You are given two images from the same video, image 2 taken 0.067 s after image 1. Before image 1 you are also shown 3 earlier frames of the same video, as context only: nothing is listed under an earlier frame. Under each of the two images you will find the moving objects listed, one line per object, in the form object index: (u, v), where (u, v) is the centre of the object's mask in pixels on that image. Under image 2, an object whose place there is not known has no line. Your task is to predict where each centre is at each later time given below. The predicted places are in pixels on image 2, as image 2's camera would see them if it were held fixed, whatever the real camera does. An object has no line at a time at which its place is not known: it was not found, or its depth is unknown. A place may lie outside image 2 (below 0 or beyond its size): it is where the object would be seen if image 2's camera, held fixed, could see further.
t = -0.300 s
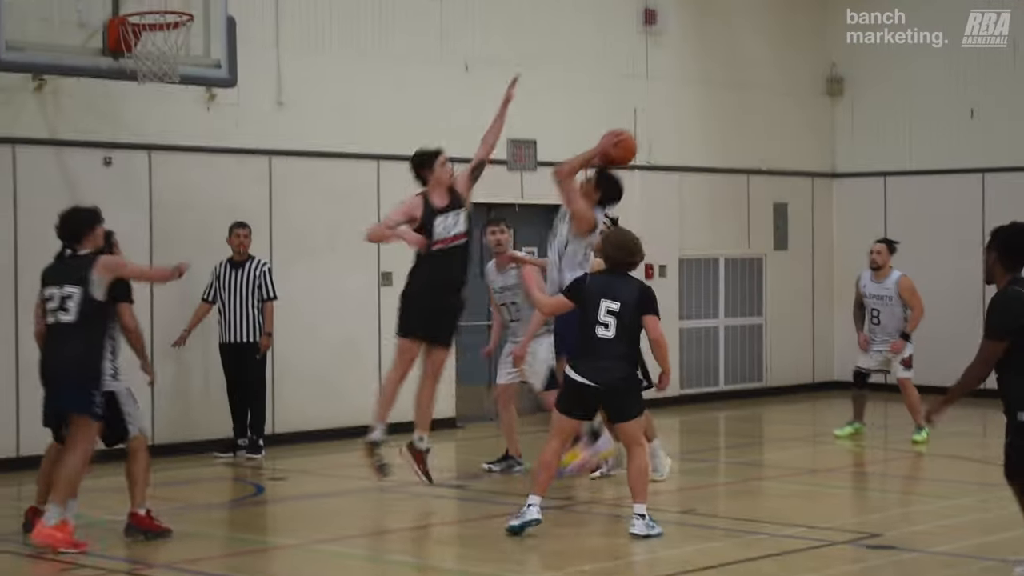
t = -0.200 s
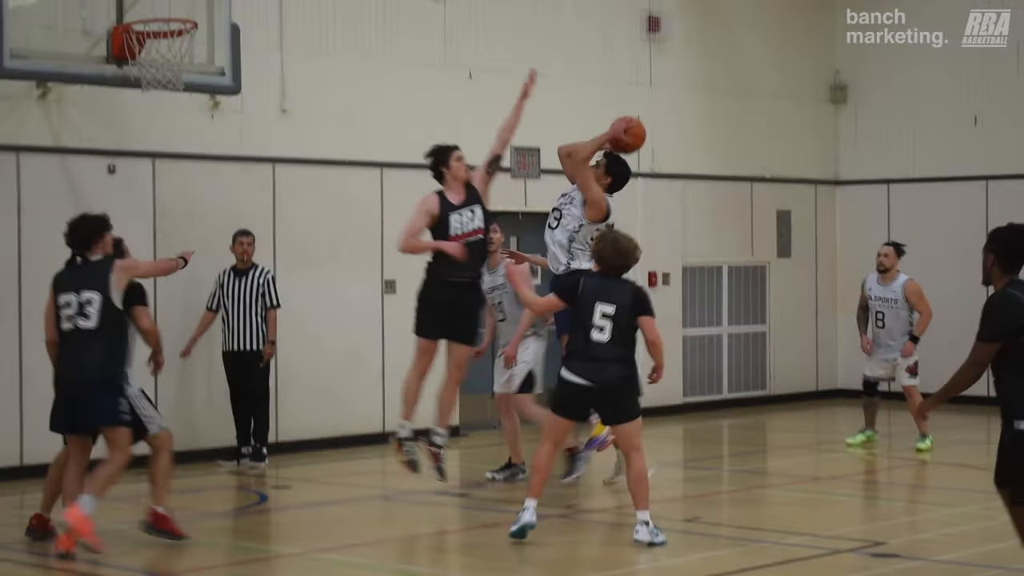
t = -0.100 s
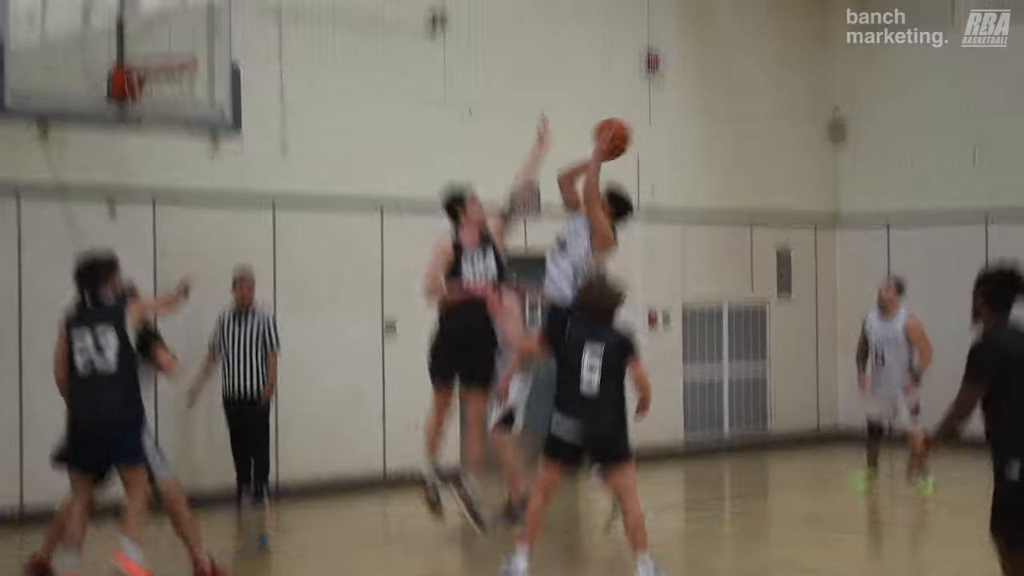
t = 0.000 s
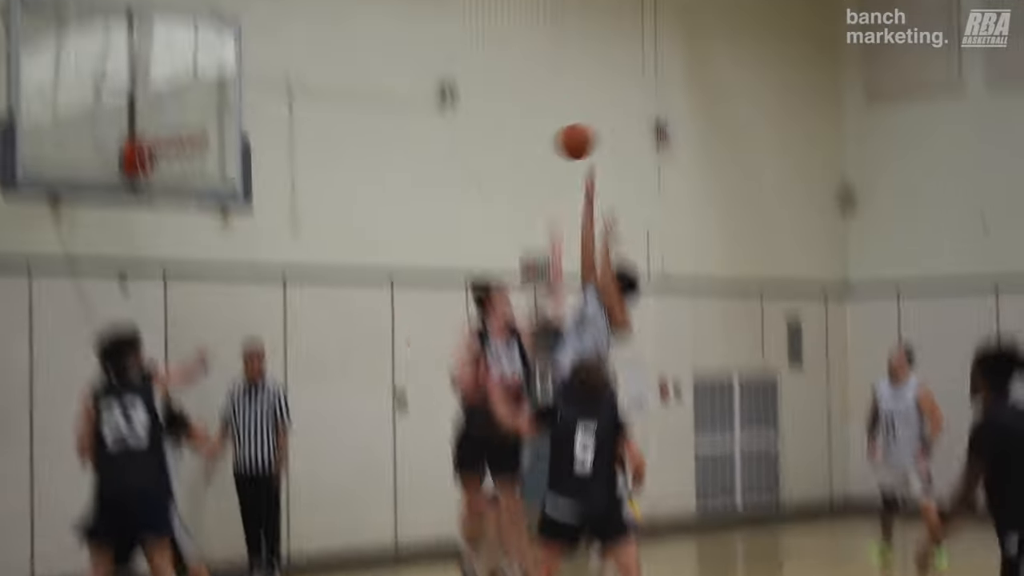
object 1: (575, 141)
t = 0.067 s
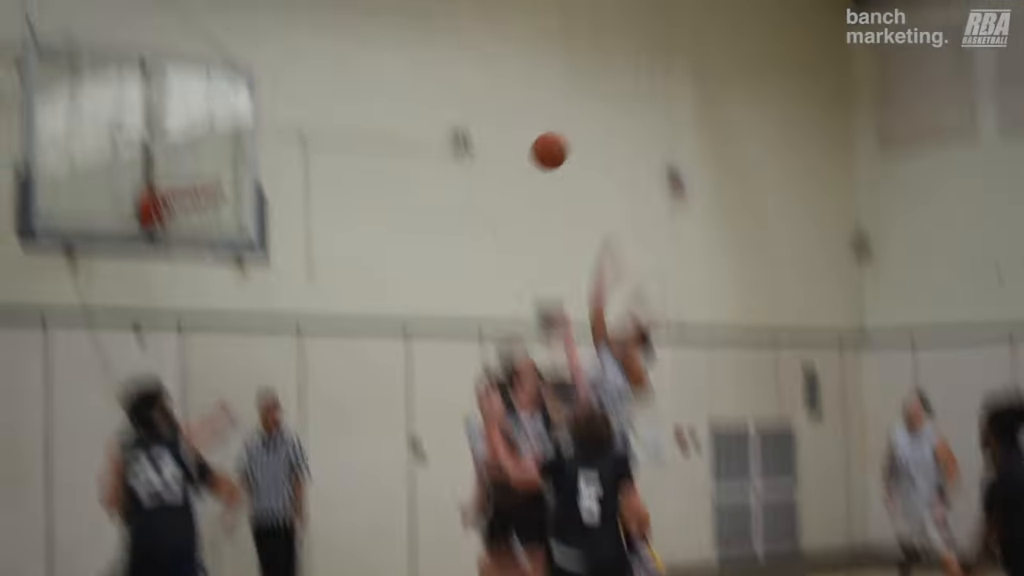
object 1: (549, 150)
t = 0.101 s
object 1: (529, 133)
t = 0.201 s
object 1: (470, 92)
